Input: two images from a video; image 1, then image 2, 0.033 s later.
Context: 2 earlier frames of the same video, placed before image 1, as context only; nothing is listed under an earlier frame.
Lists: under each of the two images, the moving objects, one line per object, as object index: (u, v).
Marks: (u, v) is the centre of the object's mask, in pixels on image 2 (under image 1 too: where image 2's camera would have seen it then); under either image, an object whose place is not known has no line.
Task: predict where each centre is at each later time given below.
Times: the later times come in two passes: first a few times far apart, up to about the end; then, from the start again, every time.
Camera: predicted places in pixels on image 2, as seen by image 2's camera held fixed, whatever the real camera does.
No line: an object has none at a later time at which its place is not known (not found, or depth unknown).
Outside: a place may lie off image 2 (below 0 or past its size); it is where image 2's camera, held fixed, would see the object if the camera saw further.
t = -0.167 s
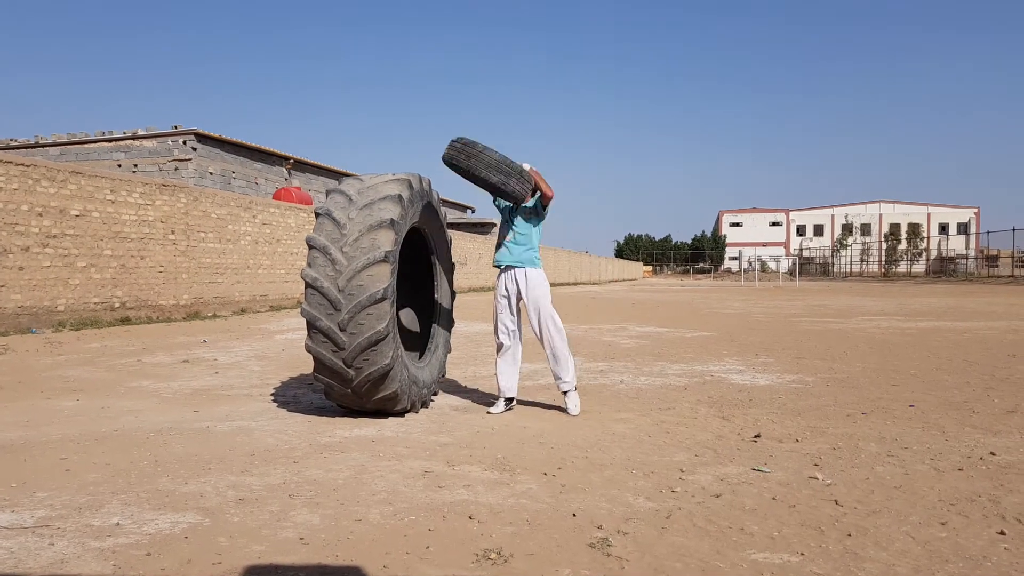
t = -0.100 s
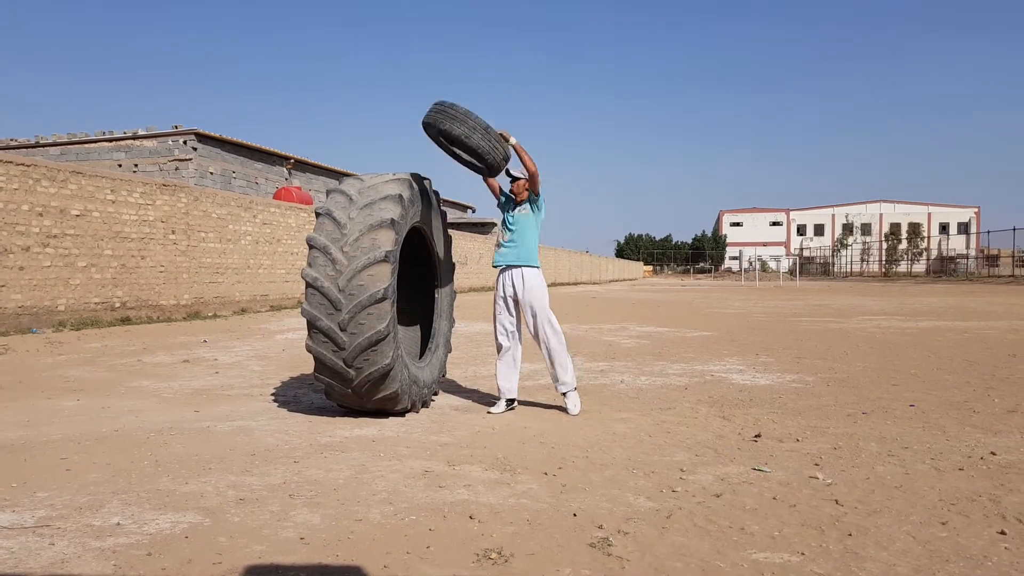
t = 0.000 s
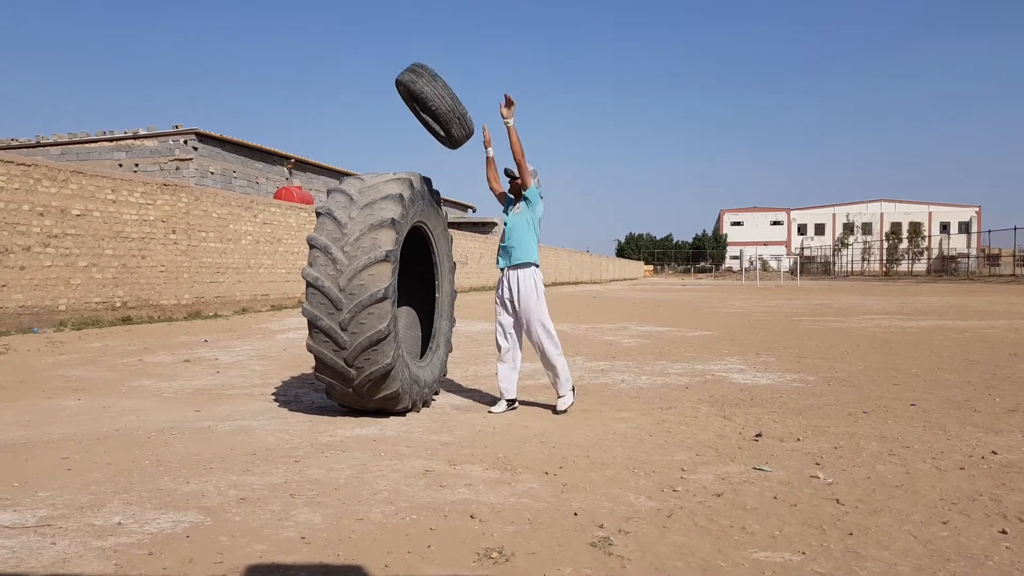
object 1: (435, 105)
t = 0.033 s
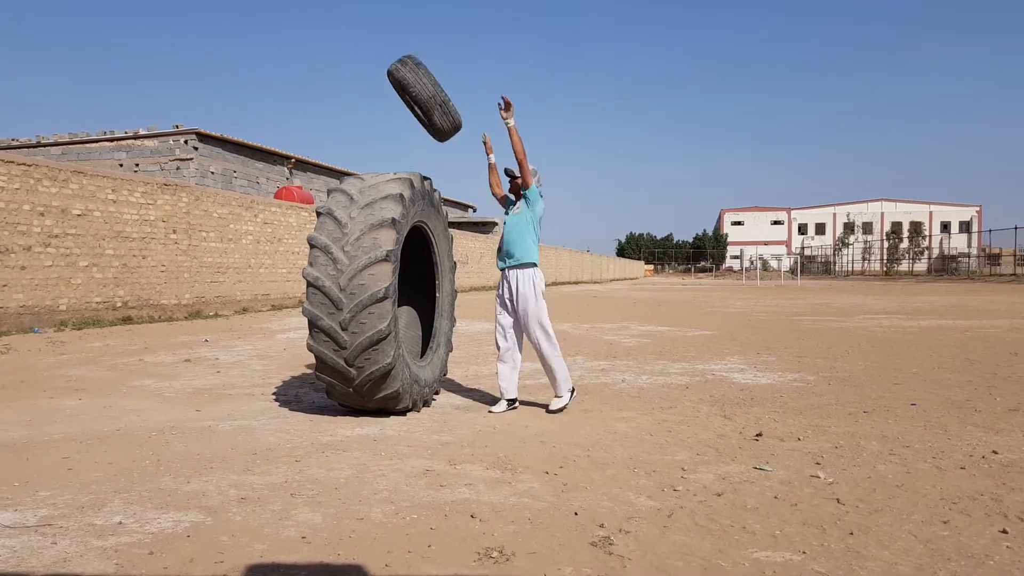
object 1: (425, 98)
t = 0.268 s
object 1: (355, 92)
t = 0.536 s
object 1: (285, 171)
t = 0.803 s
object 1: (220, 332)
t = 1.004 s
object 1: (192, 349)
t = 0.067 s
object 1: (414, 92)
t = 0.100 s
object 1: (403, 89)
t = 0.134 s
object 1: (393, 86)
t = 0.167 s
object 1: (383, 85)
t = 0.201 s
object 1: (374, 86)
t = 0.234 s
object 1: (364, 88)
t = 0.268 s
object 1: (355, 92)
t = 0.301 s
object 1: (346, 97)
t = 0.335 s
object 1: (337, 104)
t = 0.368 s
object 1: (328, 112)
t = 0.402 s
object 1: (319, 121)
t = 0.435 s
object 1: (311, 131)
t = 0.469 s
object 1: (302, 143)
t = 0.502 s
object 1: (294, 157)
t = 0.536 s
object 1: (285, 171)
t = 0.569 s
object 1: (277, 187)
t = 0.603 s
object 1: (268, 205)
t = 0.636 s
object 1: (260, 223)
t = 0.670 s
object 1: (252, 243)
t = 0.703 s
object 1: (244, 263)
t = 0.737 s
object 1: (236, 285)
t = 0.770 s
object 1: (228, 308)
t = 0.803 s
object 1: (220, 332)
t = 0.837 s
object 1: (212, 357)
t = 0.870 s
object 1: (206, 372)
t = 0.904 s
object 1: (202, 370)
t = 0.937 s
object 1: (199, 361)
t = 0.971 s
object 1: (195, 354)
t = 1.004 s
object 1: (192, 349)
